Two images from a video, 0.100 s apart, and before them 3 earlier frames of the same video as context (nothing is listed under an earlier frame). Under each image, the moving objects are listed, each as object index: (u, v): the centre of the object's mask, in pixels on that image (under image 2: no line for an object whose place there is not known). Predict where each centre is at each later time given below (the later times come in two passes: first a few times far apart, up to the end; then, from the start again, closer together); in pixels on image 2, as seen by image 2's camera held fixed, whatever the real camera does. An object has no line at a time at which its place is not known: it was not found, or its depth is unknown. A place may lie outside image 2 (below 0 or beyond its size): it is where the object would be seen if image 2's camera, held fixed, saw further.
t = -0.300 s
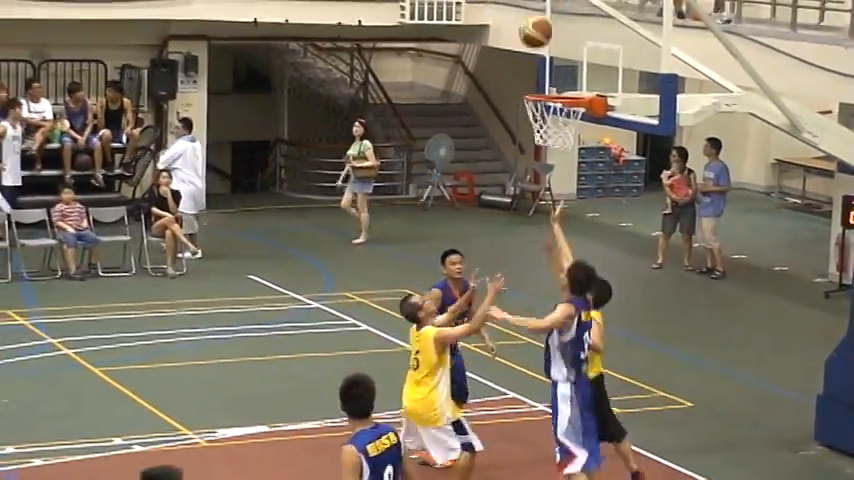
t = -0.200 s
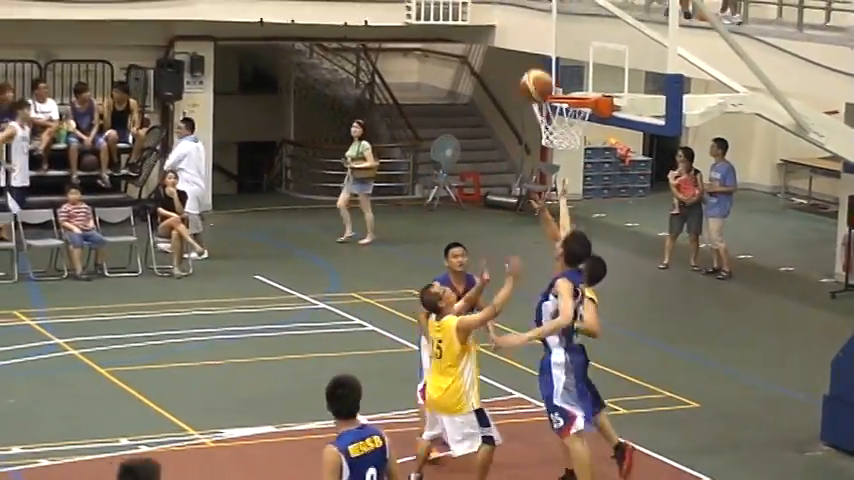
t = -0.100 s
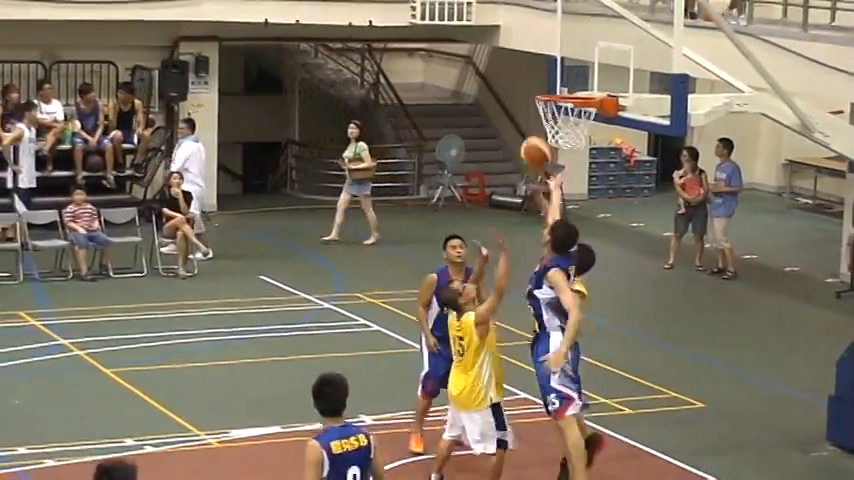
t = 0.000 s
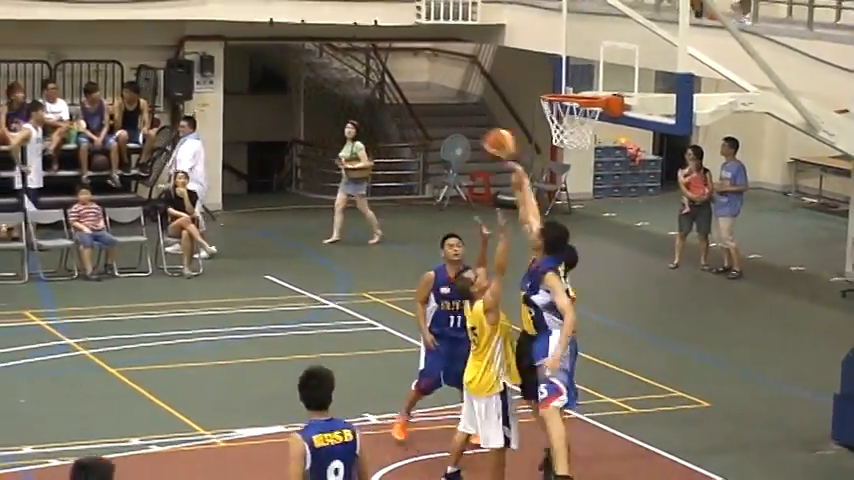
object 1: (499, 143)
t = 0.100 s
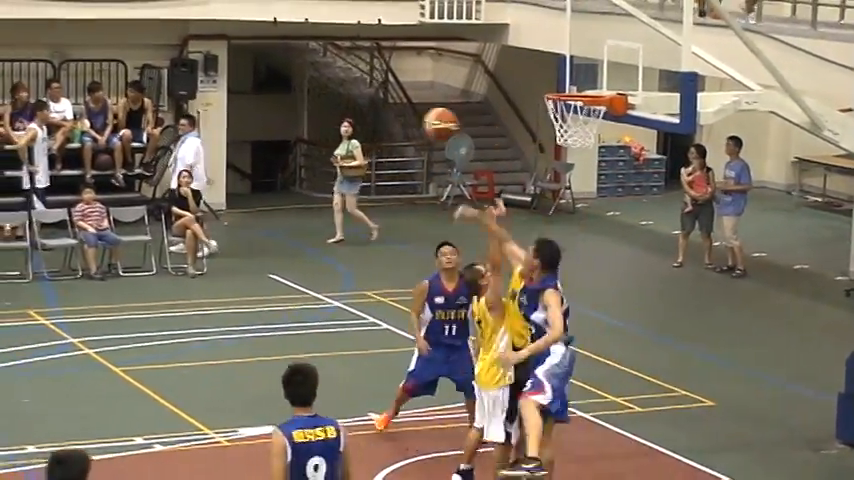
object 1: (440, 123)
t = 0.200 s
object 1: (377, 117)
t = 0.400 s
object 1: (251, 143)
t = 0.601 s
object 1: (126, 223)
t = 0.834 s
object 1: (-11, 379)
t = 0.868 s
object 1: (-31, 406)
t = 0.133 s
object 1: (420, 121)
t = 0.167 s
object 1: (398, 116)
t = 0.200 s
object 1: (377, 117)
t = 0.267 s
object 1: (335, 119)
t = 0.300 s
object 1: (313, 125)
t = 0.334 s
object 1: (293, 129)
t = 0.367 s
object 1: (272, 136)
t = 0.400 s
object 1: (251, 143)
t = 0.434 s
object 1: (231, 154)
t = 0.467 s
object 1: (210, 167)
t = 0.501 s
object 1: (190, 178)
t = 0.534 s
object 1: (168, 192)
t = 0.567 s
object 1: (147, 208)
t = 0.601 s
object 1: (126, 223)
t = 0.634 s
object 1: (106, 241)
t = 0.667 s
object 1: (88, 260)
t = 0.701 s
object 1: (68, 281)
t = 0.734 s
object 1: (48, 303)
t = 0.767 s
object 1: (27, 328)
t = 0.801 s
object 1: (6, 351)
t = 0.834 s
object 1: (-11, 379)
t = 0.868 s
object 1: (-31, 406)
